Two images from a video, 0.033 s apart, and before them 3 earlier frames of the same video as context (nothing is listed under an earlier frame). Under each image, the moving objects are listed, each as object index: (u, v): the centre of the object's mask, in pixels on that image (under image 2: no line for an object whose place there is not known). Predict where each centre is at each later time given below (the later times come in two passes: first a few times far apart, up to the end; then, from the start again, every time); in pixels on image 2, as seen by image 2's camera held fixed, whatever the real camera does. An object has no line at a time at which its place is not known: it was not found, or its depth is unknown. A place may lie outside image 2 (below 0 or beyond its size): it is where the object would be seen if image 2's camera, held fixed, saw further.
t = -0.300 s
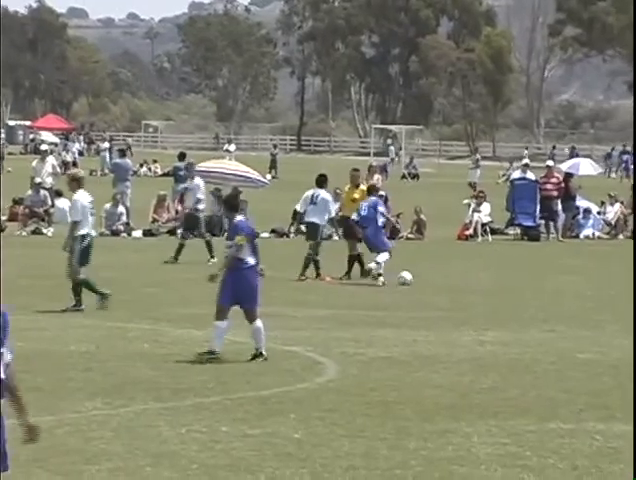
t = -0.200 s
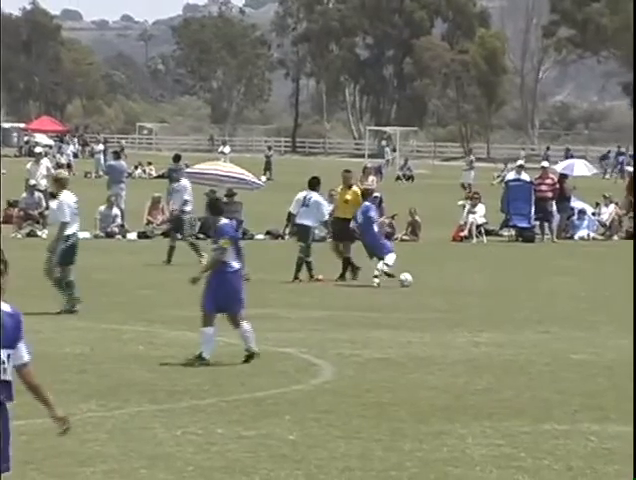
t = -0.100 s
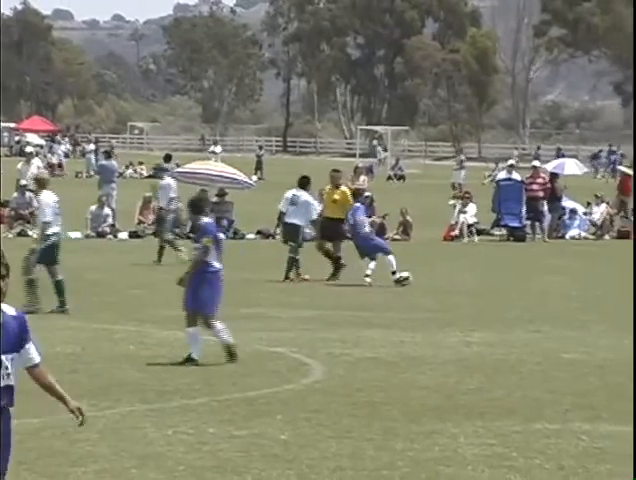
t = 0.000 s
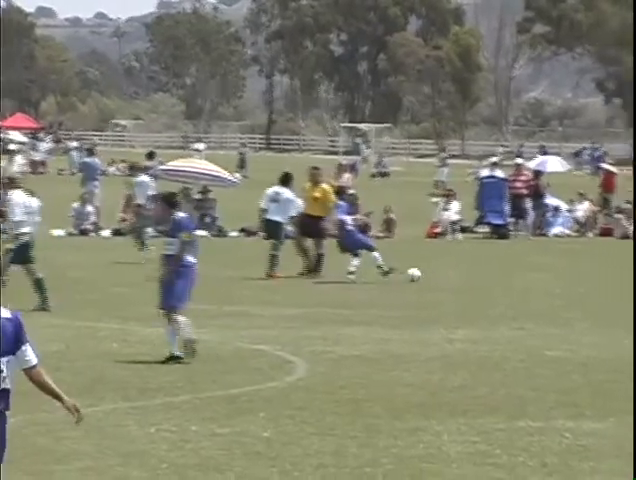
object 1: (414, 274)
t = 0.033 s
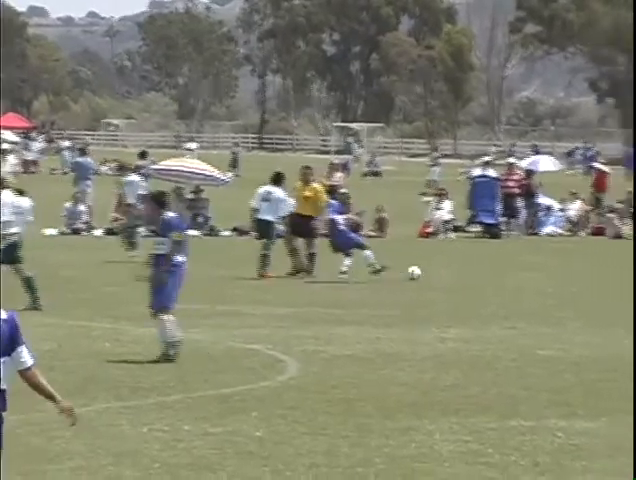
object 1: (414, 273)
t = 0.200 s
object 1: (451, 271)
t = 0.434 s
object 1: (493, 269)
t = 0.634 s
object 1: (520, 267)
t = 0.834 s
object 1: (543, 265)
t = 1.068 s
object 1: (569, 263)
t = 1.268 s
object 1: (587, 262)
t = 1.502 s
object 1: (608, 260)
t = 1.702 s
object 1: (620, 259)
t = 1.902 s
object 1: (634, 259)
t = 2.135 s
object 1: (648, 255)
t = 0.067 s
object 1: (422, 273)
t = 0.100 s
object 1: (429, 272)
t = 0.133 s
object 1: (437, 272)
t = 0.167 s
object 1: (444, 272)
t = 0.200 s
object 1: (451, 271)
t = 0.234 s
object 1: (458, 270)
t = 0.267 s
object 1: (464, 270)
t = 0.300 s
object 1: (470, 269)
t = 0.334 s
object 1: (476, 270)
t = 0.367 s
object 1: (481, 269)
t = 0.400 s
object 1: (487, 269)
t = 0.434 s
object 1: (493, 269)
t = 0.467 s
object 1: (497, 268)
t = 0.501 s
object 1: (502, 267)
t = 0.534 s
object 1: (506, 267)
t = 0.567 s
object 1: (511, 266)
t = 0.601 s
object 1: (515, 267)
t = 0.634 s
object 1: (520, 267)
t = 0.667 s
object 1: (524, 266)
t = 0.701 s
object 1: (528, 264)
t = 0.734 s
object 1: (532, 264)
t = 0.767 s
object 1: (536, 264)
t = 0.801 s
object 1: (540, 265)
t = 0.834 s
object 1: (543, 265)
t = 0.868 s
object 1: (547, 264)
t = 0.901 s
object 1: (551, 263)
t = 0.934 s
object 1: (555, 264)
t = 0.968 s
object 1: (558, 264)
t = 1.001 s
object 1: (562, 264)
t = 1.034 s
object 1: (565, 264)
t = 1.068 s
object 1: (569, 263)
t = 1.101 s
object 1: (572, 263)
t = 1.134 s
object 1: (575, 263)
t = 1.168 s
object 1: (578, 263)
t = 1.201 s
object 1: (581, 263)
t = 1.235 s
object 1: (584, 263)
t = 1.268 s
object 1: (587, 262)
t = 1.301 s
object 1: (590, 262)
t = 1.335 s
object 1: (593, 262)
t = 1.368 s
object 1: (595, 262)
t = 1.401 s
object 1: (599, 261)
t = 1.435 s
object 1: (601, 260)
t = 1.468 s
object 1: (604, 260)
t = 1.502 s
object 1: (608, 260)
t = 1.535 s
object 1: (610, 261)
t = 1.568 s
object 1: (612, 260)
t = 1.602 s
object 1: (614, 259)
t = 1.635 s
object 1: (616, 259)
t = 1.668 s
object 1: (619, 260)
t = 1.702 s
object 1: (620, 259)
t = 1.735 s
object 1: (623, 259)
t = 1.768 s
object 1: (625, 259)
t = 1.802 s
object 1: (627, 259)
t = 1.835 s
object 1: (629, 259)
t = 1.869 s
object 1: (632, 259)
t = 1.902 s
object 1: (634, 259)
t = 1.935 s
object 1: (636, 258)
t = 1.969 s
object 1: (638, 258)
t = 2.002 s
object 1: (640, 258)
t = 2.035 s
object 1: (642, 258)
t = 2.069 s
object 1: (644, 258)
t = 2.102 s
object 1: (646, 257)
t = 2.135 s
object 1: (648, 255)
